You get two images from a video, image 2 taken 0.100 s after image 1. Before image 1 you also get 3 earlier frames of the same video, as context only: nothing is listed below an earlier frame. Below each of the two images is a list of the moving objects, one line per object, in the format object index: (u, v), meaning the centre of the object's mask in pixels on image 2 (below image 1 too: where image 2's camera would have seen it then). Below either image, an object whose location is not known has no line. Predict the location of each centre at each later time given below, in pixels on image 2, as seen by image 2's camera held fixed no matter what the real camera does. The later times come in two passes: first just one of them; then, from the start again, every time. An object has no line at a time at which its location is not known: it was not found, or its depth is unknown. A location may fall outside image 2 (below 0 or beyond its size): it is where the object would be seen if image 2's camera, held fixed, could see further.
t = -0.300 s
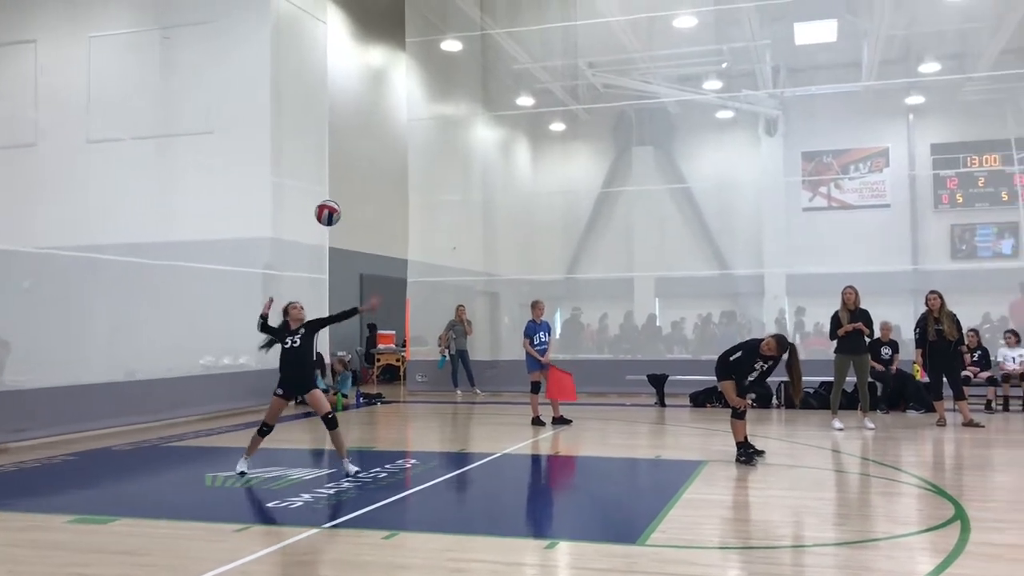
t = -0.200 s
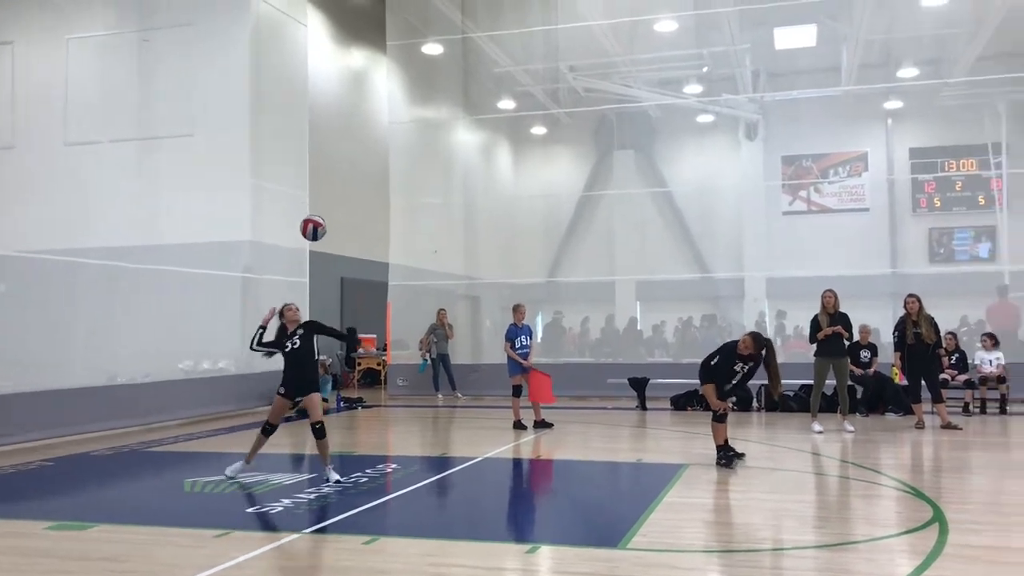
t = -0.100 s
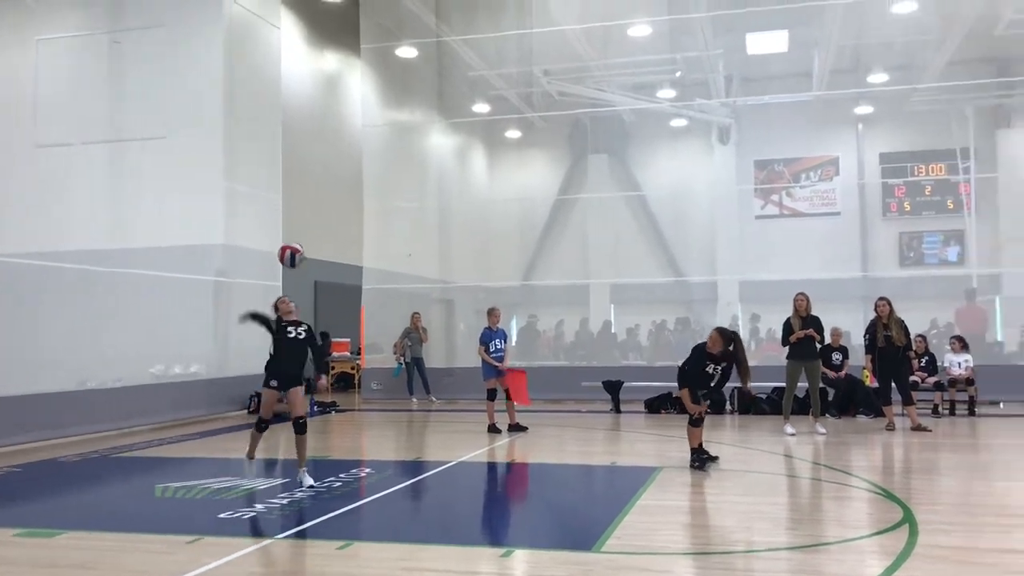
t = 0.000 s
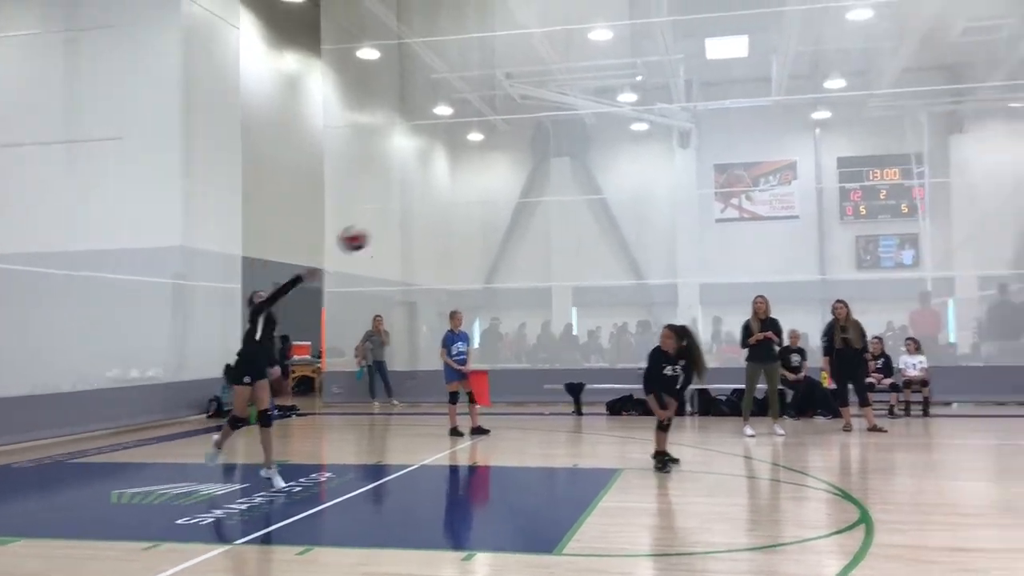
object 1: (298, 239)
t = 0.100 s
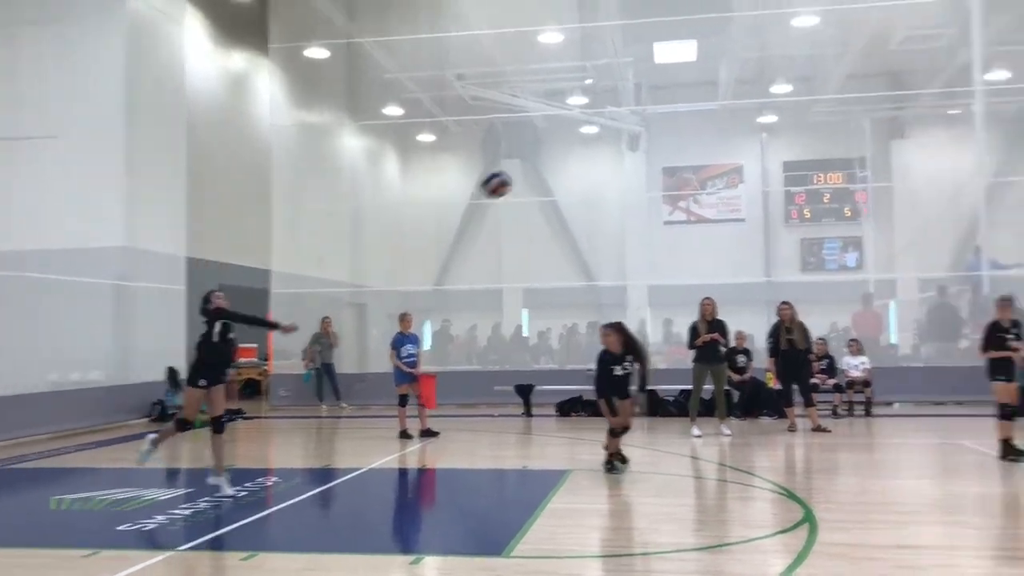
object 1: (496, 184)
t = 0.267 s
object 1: (851, 112)
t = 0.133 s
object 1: (562, 168)
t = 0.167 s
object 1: (632, 151)
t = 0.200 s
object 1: (703, 137)
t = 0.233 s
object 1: (777, 124)
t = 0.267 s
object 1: (851, 112)
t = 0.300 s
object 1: (928, 101)
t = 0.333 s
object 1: (1010, 91)
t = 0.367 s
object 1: (1094, 83)
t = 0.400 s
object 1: (1181, 75)
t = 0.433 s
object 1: (1271, 69)
